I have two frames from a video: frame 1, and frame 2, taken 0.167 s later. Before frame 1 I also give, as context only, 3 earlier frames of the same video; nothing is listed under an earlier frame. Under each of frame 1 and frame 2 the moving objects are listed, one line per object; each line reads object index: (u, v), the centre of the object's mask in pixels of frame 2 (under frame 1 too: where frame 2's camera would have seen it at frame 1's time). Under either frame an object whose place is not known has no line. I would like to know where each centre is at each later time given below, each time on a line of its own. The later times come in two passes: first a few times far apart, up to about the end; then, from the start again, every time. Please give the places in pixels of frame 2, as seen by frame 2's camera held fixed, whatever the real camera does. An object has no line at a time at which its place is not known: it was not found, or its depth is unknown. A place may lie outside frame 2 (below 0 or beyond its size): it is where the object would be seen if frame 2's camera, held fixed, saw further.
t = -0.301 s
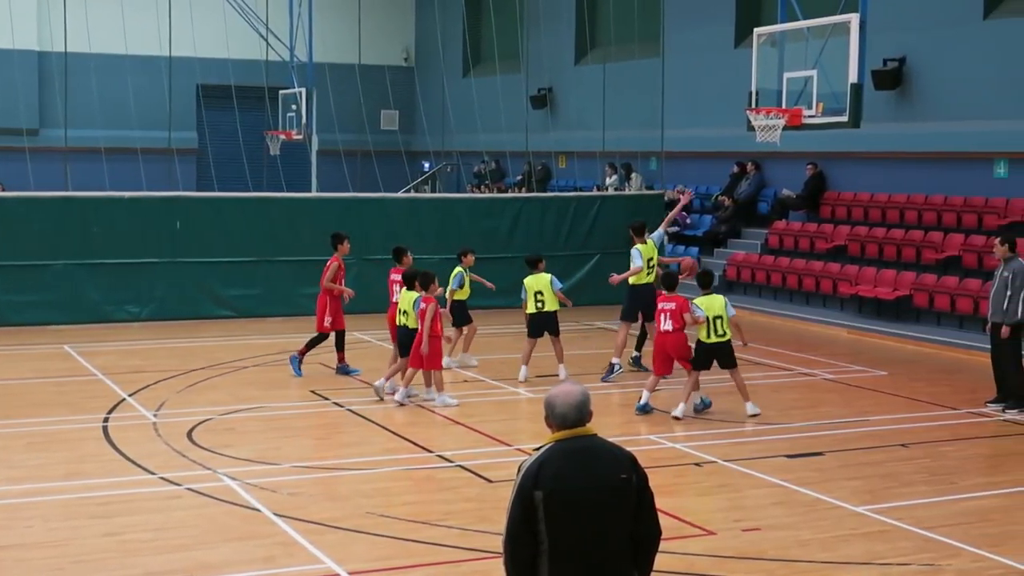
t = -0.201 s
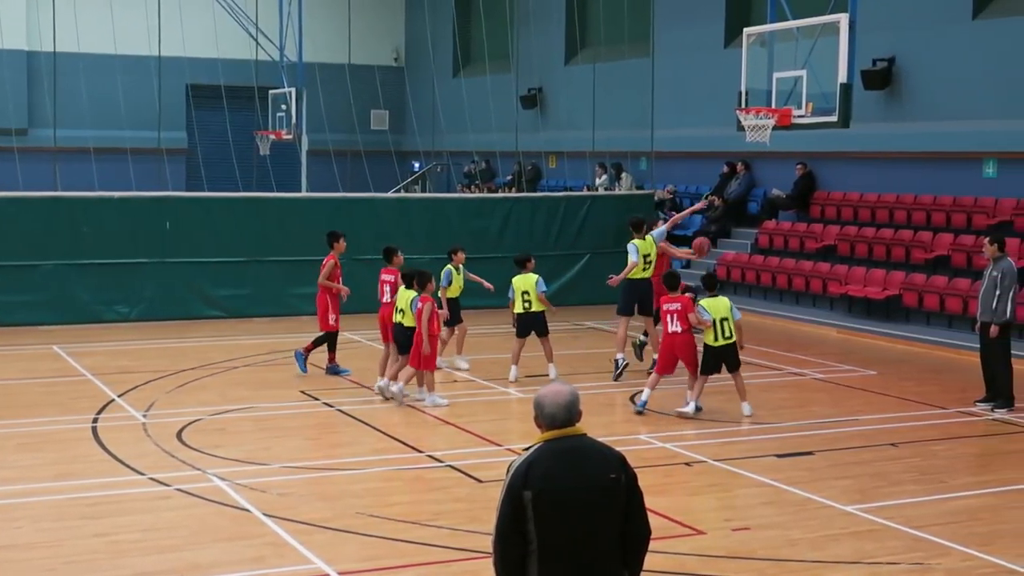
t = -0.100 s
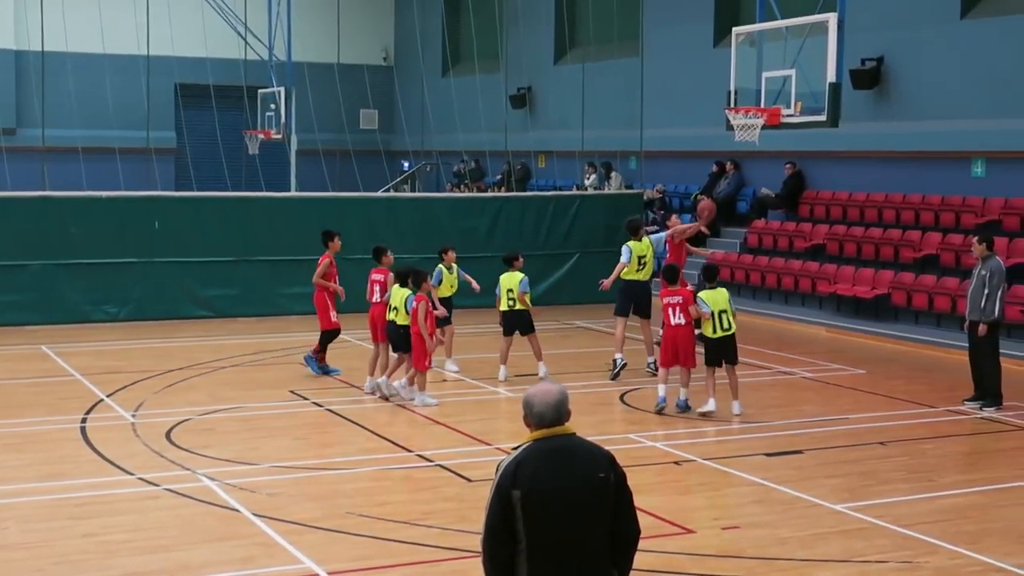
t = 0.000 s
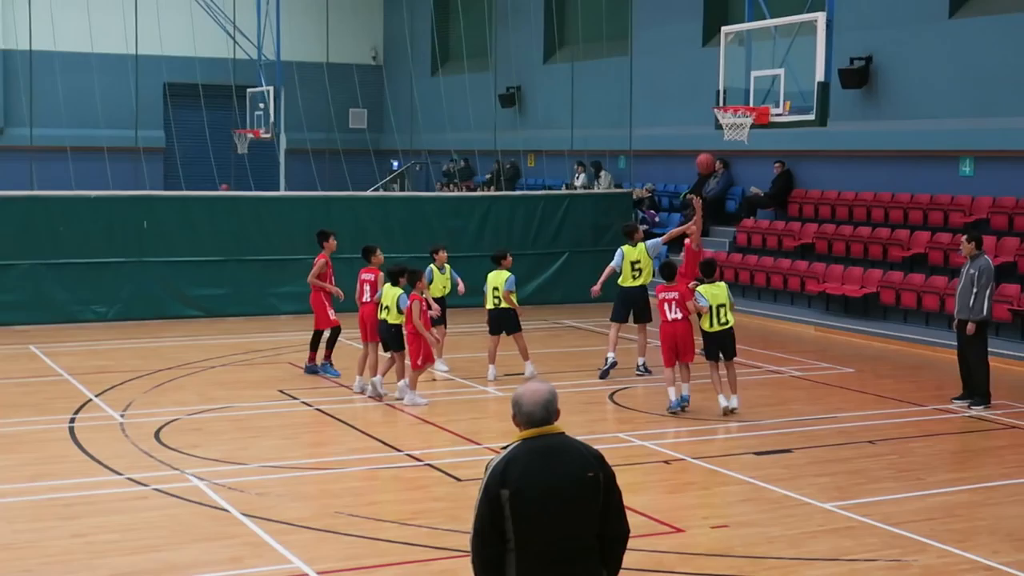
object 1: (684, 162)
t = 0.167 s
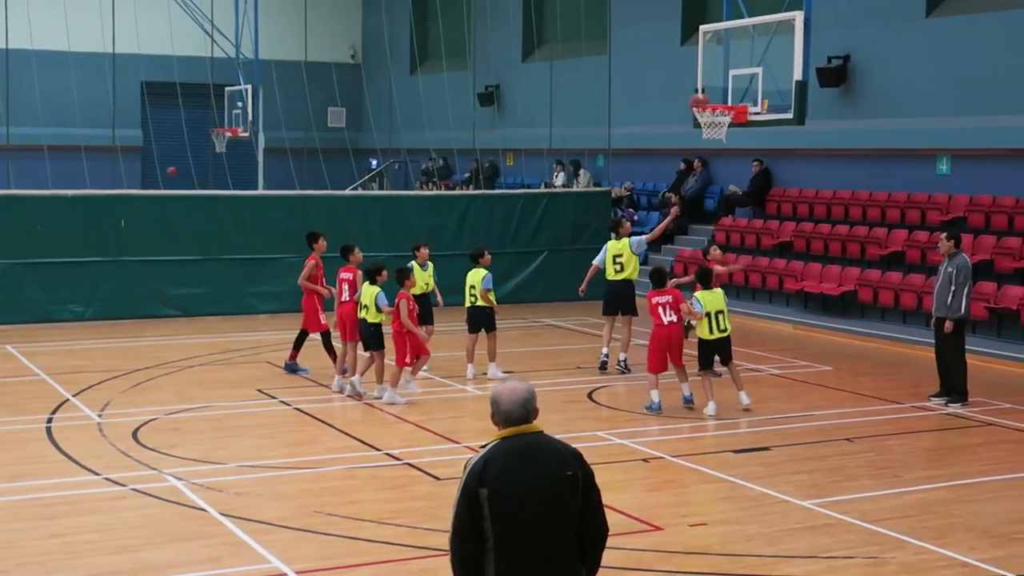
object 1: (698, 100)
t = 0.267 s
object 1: (708, 79)
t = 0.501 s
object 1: (730, 56)
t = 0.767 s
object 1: (756, 93)
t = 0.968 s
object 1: (773, 170)
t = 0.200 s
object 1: (702, 95)
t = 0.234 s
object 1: (705, 86)
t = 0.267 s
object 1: (708, 79)
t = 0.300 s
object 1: (712, 73)
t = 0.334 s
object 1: (715, 67)
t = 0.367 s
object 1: (718, 63)
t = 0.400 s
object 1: (721, 60)
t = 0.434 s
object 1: (724, 58)
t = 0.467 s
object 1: (727, 56)
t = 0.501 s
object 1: (730, 56)
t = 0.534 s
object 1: (733, 57)
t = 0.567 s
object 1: (736, 59)
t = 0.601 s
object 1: (739, 62)
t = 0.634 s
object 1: (742, 66)
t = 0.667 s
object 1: (746, 71)
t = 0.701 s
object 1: (749, 77)
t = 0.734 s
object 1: (752, 85)
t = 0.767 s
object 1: (756, 93)
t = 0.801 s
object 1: (758, 103)
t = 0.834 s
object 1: (761, 115)
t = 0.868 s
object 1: (764, 127)
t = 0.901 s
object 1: (767, 140)
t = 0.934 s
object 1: (770, 154)
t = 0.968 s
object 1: (773, 170)
